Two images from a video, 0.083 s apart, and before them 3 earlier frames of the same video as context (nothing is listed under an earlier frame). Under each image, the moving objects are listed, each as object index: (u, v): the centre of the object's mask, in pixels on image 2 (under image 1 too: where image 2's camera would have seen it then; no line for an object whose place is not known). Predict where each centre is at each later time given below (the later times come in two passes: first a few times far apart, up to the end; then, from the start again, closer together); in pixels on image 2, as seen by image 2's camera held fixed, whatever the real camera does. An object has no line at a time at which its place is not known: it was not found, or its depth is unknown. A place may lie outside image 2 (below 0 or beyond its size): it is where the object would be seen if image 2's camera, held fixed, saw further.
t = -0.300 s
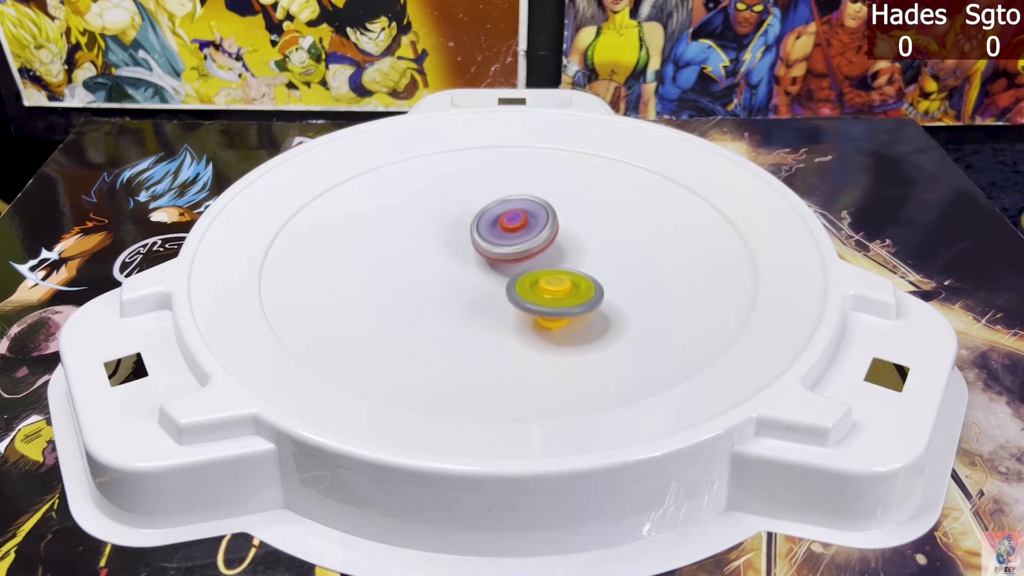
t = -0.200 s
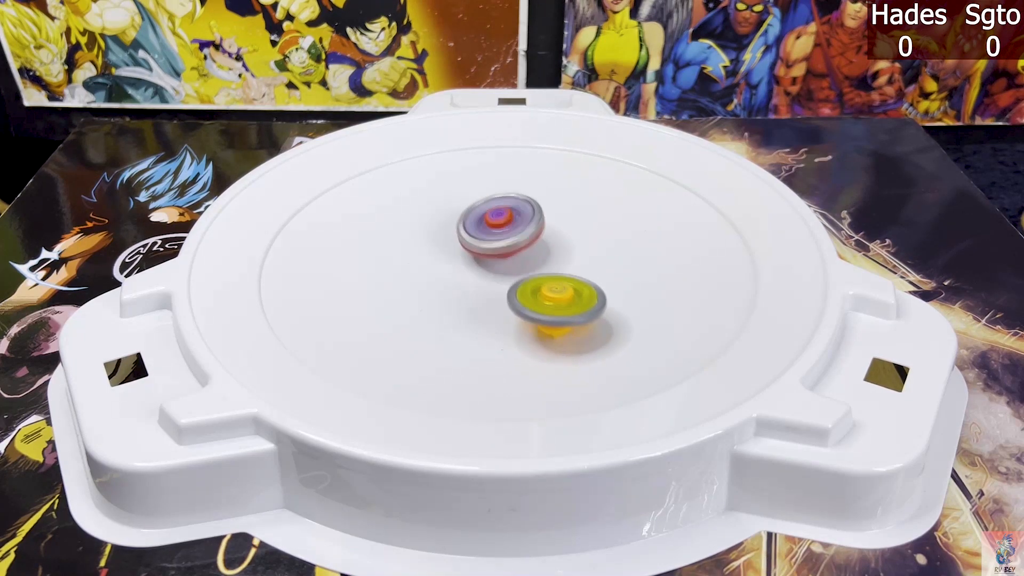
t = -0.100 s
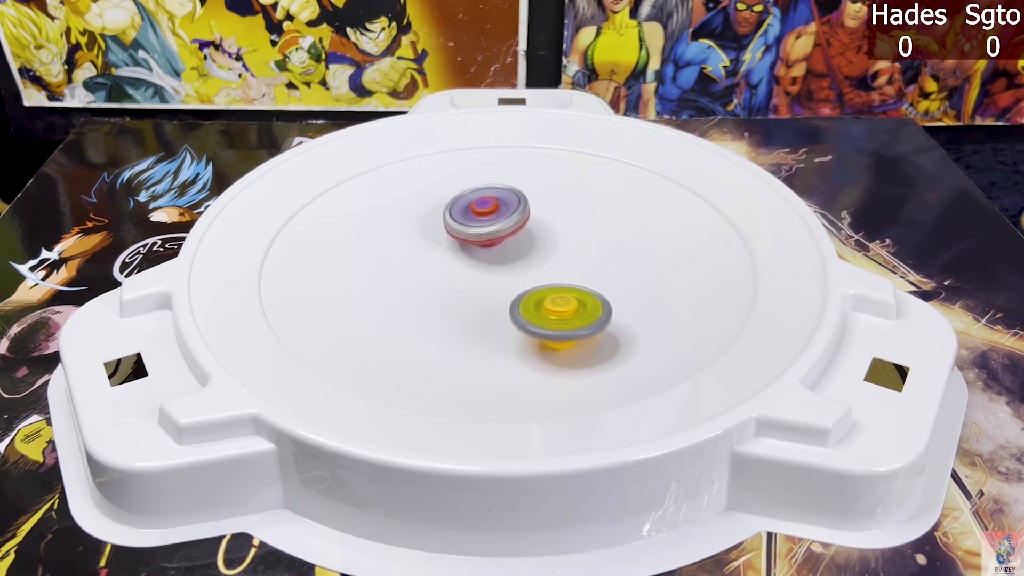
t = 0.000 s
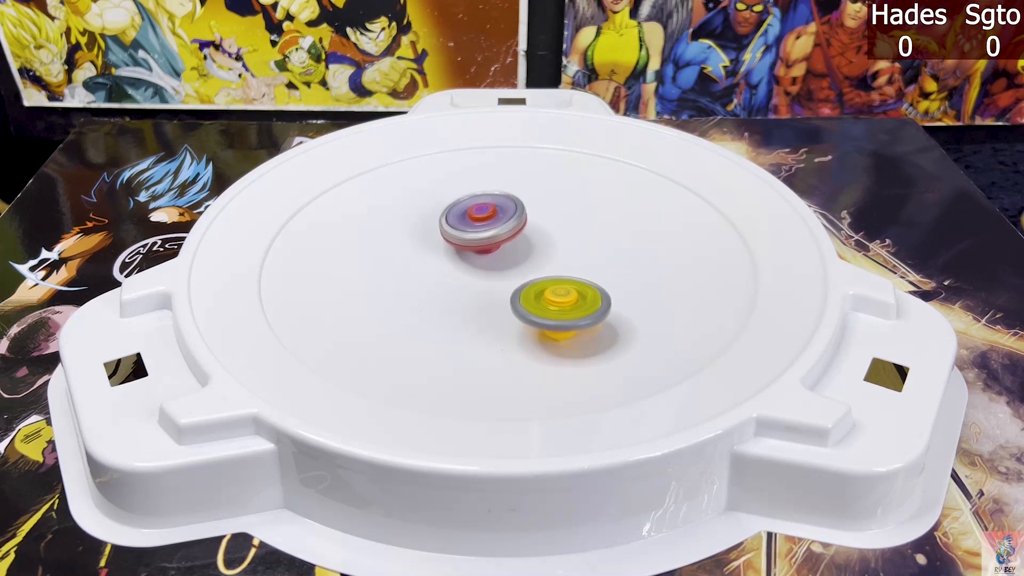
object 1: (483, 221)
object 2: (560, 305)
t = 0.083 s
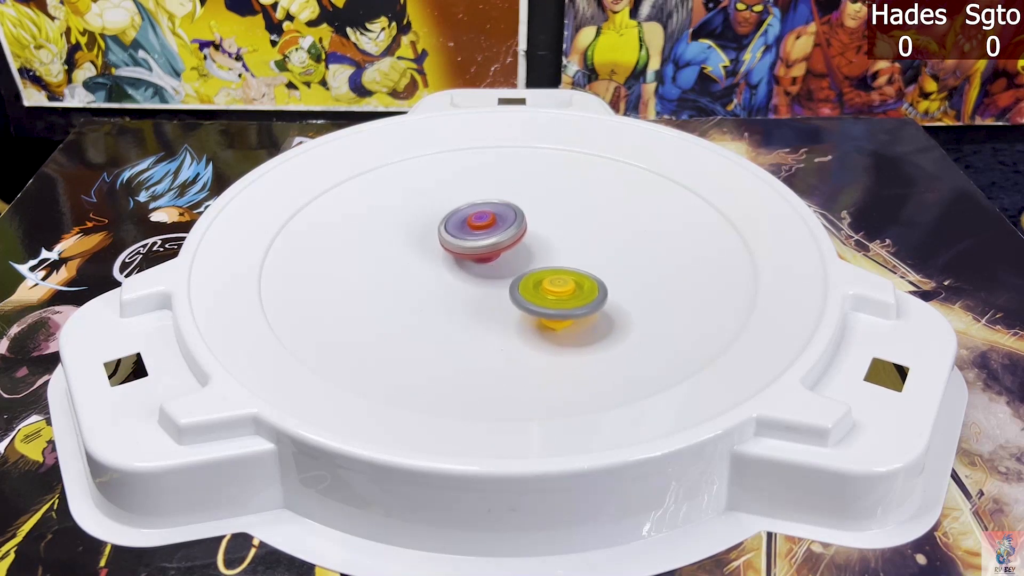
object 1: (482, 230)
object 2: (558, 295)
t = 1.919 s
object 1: (476, 286)
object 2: (486, 199)
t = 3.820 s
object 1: (603, 289)
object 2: (369, 228)
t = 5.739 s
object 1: (516, 248)
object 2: (557, 319)
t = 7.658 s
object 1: (460, 306)
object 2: (570, 181)
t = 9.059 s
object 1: (513, 263)
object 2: (448, 300)
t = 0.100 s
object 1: (482, 231)
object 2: (557, 293)
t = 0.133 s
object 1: (482, 235)
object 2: (554, 288)
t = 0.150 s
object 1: (483, 237)
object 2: (552, 286)
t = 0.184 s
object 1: (484, 240)
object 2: (549, 281)
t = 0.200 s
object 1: (484, 240)
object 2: (547, 279)
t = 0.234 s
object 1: (471, 233)
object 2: (564, 288)
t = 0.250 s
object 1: (465, 228)
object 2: (572, 292)
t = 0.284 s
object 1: (454, 221)
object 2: (585, 298)
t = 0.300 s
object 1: (449, 219)
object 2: (590, 300)
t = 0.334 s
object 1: (442, 215)
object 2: (597, 300)
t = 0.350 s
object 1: (440, 215)
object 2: (599, 300)
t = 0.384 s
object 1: (436, 216)
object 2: (601, 296)
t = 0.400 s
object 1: (435, 216)
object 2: (602, 294)
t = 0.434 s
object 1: (433, 219)
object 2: (603, 290)
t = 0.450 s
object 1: (432, 221)
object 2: (603, 287)
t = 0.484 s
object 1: (430, 224)
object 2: (602, 283)
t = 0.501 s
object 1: (430, 226)
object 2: (601, 280)
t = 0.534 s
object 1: (429, 229)
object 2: (598, 275)
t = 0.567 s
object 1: (428, 232)
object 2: (594, 270)
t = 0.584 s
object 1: (428, 234)
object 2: (592, 268)
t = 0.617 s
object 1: (429, 237)
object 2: (587, 264)
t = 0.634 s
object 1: (429, 239)
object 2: (584, 262)
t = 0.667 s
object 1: (430, 241)
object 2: (578, 258)
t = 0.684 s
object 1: (430, 242)
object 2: (574, 256)
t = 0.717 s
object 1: (431, 245)
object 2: (568, 253)
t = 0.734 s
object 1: (432, 246)
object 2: (564, 251)
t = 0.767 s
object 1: (433, 247)
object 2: (557, 248)
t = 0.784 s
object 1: (434, 248)
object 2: (554, 247)
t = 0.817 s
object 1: (435, 250)
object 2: (546, 245)
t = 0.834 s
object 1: (436, 250)
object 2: (542, 244)
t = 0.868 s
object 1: (437, 252)
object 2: (535, 242)
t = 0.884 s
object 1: (438, 252)
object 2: (531, 241)
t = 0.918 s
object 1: (424, 253)
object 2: (543, 237)
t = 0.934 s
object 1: (410, 254)
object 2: (557, 233)
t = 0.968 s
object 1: (390, 255)
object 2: (580, 227)
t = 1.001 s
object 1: (377, 256)
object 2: (596, 221)
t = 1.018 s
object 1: (373, 256)
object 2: (602, 218)
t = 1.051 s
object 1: (368, 257)
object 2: (608, 214)
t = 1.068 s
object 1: (368, 258)
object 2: (608, 213)
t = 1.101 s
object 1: (369, 259)
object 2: (606, 208)
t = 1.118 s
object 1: (370, 260)
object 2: (604, 207)
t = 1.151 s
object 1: (374, 262)
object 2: (599, 203)
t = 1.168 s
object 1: (376, 262)
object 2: (596, 202)
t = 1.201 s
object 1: (381, 263)
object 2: (590, 198)
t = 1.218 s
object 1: (384, 264)
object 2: (587, 197)
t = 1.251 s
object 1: (390, 264)
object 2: (580, 194)
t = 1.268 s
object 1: (393, 265)
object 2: (576, 193)
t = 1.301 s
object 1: (399, 265)
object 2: (569, 191)
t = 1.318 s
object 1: (402, 265)
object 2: (566, 190)
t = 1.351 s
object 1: (409, 265)
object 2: (558, 189)
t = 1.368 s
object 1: (411, 265)
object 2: (554, 189)
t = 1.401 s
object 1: (417, 265)
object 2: (546, 188)
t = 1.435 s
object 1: (423, 265)
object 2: (539, 189)
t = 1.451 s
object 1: (426, 264)
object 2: (535, 189)
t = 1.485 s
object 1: (432, 264)
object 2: (528, 190)
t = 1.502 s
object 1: (435, 263)
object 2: (524, 191)
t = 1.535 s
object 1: (441, 262)
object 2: (518, 193)
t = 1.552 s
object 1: (444, 262)
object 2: (514, 194)
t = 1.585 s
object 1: (450, 261)
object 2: (508, 197)
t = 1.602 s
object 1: (453, 261)
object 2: (505, 198)
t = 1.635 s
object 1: (458, 260)
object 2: (498, 202)
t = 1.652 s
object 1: (461, 260)
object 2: (496, 204)
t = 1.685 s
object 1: (466, 259)
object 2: (491, 206)
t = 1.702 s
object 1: (465, 265)
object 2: (492, 202)
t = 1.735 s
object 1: (464, 273)
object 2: (495, 195)
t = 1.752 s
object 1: (464, 277)
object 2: (496, 193)
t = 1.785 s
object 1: (465, 282)
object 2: (497, 192)
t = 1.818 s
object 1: (466, 285)
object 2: (495, 193)
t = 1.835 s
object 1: (468, 286)
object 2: (494, 194)
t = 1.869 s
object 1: (471, 287)
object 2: (491, 196)
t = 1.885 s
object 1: (472, 286)
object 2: (489, 197)
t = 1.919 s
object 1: (476, 286)
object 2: (486, 199)
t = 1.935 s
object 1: (477, 285)
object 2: (485, 200)
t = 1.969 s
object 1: (481, 284)
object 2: (483, 203)
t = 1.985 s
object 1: (483, 283)
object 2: (481, 205)
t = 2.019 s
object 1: (487, 281)
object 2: (479, 208)
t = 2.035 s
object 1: (489, 280)
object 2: (477, 210)
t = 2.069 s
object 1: (492, 279)
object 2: (476, 214)
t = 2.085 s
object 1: (494, 278)
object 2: (475, 215)
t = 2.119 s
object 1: (498, 276)
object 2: (474, 218)
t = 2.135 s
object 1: (499, 276)
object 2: (473, 220)
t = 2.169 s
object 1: (504, 279)
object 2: (471, 219)
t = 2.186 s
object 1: (507, 282)
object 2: (470, 218)
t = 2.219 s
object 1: (512, 286)
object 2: (470, 217)
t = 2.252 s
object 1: (515, 287)
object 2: (469, 218)
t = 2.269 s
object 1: (516, 287)
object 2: (469, 219)
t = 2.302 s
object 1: (519, 287)
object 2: (468, 221)
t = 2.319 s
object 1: (520, 287)
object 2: (467, 222)
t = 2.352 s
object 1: (522, 287)
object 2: (467, 224)
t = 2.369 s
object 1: (523, 286)
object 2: (467, 225)
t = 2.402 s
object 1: (526, 286)
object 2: (466, 227)
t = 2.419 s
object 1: (527, 285)
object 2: (466, 228)
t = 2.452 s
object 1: (528, 284)
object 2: (466, 232)
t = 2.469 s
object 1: (529, 284)
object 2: (466, 233)
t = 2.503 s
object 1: (530, 283)
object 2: (466, 236)
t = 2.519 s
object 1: (531, 283)
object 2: (466, 237)
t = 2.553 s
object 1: (532, 282)
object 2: (467, 240)
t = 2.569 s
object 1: (532, 282)
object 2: (468, 241)
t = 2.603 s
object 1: (536, 283)
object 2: (468, 243)
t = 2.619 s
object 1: (537, 283)
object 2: (468, 244)
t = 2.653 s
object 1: (538, 283)
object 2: (469, 246)
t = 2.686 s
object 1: (540, 285)
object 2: (469, 246)
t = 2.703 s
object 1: (542, 285)
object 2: (469, 246)
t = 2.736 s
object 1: (543, 286)
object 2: (469, 247)
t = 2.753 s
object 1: (543, 286)
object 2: (470, 248)
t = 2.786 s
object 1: (543, 286)
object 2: (471, 249)
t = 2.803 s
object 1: (544, 286)
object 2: (471, 250)
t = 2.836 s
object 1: (559, 293)
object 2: (455, 240)
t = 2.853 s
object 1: (567, 296)
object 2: (449, 236)
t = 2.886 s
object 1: (578, 300)
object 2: (440, 230)
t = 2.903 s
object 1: (581, 301)
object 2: (437, 228)
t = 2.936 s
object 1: (587, 302)
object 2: (432, 228)
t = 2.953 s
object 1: (588, 302)
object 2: (431, 228)
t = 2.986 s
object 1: (589, 303)
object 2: (428, 229)
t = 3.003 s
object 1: (589, 302)
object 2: (426, 230)
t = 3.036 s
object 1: (588, 301)
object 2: (424, 231)
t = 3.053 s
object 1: (587, 301)
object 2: (423, 232)
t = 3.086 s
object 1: (585, 300)
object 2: (421, 234)
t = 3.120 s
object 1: (582, 298)
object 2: (420, 235)
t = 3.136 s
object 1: (580, 298)
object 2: (419, 236)
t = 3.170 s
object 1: (577, 296)
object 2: (419, 238)
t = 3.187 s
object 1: (575, 296)
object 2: (419, 239)
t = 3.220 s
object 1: (572, 295)
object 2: (419, 240)
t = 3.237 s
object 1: (569, 294)
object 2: (420, 241)
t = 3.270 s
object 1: (566, 293)
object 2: (420, 243)
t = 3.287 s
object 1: (564, 293)
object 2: (421, 244)
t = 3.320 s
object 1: (560, 292)
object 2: (423, 246)
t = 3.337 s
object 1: (558, 291)
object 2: (423, 247)
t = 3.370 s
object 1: (554, 291)
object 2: (426, 249)
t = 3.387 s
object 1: (552, 290)
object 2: (427, 250)
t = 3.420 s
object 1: (548, 289)
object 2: (430, 252)
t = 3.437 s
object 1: (546, 288)
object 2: (432, 253)
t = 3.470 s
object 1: (542, 287)
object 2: (436, 255)
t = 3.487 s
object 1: (540, 286)
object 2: (438, 256)
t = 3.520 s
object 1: (536, 285)
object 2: (443, 258)
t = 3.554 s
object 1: (543, 287)
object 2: (434, 254)
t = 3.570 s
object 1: (556, 290)
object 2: (420, 247)
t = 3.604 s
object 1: (579, 293)
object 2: (399, 236)
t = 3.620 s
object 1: (588, 294)
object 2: (392, 232)
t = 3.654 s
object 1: (604, 294)
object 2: (382, 225)
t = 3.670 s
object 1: (609, 295)
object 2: (378, 223)
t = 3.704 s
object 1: (616, 294)
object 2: (374, 222)
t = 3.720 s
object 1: (617, 294)
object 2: (373, 223)
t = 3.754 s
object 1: (615, 293)
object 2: (370, 224)
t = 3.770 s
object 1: (613, 292)
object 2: (369, 226)
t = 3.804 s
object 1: (606, 290)
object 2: (369, 227)
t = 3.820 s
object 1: (603, 289)
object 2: (369, 228)
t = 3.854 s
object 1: (595, 287)
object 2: (370, 231)
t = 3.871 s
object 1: (591, 285)
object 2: (371, 232)
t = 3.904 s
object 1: (582, 283)
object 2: (373, 233)
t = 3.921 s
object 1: (578, 281)
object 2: (374, 234)
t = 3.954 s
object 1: (570, 277)
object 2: (376, 236)
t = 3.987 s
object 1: (563, 275)
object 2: (379, 239)
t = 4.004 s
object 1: (559, 274)
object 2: (380, 240)
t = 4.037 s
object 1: (552, 271)
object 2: (384, 242)
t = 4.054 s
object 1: (548, 269)
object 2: (386, 243)
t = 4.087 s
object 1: (541, 267)
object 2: (390, 246)
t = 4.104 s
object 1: (538, 266)
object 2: (393, 247)
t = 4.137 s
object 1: (532, 264)
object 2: (399, 249)
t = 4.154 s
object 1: (529, 262)
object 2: (402, 251)
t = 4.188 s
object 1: (524, 260)
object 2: (410, 252)
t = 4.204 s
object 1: (521, 259)
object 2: (414, 254)
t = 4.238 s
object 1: (517, 257)
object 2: (423, 256)
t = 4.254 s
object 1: (520, 256)
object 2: (420, 256)
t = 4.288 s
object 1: (524, 254)
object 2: (420, 257)
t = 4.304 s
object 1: (525, 253)
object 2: (421, 258)
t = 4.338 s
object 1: (526, 251)
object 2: (427, 259)
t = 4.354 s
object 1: (526, 250)
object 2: (431, 260)
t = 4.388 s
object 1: (527, 248)
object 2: (435, 262)
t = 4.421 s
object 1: (549, 243)
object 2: (409, 265)
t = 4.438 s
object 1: (559, 240)
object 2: (399, 266)
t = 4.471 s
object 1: (574, 235)
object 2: (386, 268)
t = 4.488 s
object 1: (579, 232)
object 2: (383, 269)
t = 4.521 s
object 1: (587, 229)
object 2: (382, 272)
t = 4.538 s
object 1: (589, 227)
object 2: (383, 274)
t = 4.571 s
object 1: (590, 225)
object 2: (387, 278)
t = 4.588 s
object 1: (589, 223)
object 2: (390, 280)
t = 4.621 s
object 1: (587, 222)
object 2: (397, 283)
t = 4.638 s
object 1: (586, 221)
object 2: (401, 285)
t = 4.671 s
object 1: (583, 220)
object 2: (409, 288)
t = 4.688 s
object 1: (582, 219)
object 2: (413, 289)
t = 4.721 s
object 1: (578, 218)
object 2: (422, 292)
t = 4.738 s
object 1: (577, 217)
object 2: (427, 293)
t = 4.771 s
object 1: (574, 217)
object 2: (436, 294)
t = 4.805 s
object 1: (571, 217)
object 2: (446, 295)
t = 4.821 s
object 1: (570, 217)
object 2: (451, 296)
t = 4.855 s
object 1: (567, 217)
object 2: (460, 296)
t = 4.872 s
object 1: (566, 217)
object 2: (465, 296)
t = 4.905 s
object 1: (564, 218)
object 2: (474, 295)
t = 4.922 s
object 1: (563, 217)
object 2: (479, 295)
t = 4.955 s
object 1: (561, 218)
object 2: (488, 293)
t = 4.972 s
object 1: (560, 219)
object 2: (493, 293)
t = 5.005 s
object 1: (558, 220)
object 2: (502, 291)
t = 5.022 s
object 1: (558, 220)
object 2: (506, 290)
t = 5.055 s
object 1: (556, 221)
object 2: (514, 287)
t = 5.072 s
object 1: (556, 222)
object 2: (518, 286)
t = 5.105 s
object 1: (555, 223)
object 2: (525, 283)
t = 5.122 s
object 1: (555, 223)
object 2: (529, 281)
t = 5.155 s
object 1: (554, 223)
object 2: (535, 278)
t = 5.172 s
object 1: (554, 223)
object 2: (538, 276)
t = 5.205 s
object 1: (555, 217)
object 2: (532, 284)
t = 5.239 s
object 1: (556, 210)
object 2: (524, 299)
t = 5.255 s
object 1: (557, 207)
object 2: (520, 305)
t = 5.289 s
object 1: (557, 203)
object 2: (513, 314)
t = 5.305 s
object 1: (556, 202)
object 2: (510, 316)
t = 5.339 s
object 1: (555, 203)
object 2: (508, 320)
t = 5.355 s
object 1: (554, 204)
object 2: (509, 321)
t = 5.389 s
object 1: (551, 207)
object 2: (513, 323)
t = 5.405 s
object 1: (550, 208)
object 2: (515, 323)
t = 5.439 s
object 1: (546, 212)
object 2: (521, 325)
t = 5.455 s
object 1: (545, 214)
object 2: (524, 325)
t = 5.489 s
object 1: (541, 218)
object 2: (530, 326)
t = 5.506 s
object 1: (539, 221)
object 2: (533, 326)
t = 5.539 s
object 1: (535, 225)
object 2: (539, 326)
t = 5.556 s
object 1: (533, 227)
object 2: (542, 326)
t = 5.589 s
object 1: (530, 231)
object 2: (546, 325)
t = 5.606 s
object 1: (528, 233)
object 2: (549, 325)
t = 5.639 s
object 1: (525, 237)
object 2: (552, 324)
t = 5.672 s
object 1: (522, 241)
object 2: (554, 322)
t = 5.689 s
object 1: (520, 243)
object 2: (555, 322)
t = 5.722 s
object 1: (517, 246)
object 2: (556, 320)
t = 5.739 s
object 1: (516, 248)
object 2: (557, 319)
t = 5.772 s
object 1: (513, 251)
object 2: (558, 318)
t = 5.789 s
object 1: (512, 253)
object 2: (558, 317)
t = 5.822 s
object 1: (510, 256)
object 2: (559, 315)
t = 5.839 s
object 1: (509, 257)
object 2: (559, 314)
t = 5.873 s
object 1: (507, 260)
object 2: (560, 312)
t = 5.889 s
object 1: (505, 261)
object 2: (560, 311)
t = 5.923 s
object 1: (503, 263)
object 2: (560, 308)
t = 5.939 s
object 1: (502, 263)
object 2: (559, 306)
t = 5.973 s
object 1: (499, 265)
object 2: (558, 303)
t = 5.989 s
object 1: (494, 263)
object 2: (564, 306)
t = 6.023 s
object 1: (485, 257)
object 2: (572, 310)
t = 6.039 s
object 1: (480, 255)
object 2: (574, 310)
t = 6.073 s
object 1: (473, 251)
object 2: (576, 309)
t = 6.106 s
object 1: (469, 249)
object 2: (577, 307)
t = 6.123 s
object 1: (466, 249)
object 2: (577, 305)
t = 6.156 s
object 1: (463, 249)
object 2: (578, 303)
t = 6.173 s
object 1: (462, 249)
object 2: (578, 301)
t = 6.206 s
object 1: (459, 250)
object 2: (577, 298)
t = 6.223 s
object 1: (458, 250)
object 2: (577, 296)
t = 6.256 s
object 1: (455, 251)
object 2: (576, 293)
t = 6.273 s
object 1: (454, 251)
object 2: (575, 291)
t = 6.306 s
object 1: (452, 252)
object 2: (573, 287)
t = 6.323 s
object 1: (451, 252)
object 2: (572, 285)
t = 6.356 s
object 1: (450, 252)
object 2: (569, 281)
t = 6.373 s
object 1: (449, 252)
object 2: (567, 279)
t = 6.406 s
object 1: (448, 252)
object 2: (563, 275)
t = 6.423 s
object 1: (447, 253)
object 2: (561, 273)
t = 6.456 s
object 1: (447, 252)
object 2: (556, 269)
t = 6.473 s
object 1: (447, 252)
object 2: (554, 267)
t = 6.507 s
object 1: (446, 252)
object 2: (549, 263)
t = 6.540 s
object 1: (446, 252)
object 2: (544, 259)
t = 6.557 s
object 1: (446, 251)
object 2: (541, 258)
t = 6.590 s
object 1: (428, 246)
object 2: (562, 255)
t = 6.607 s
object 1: (416, 243)
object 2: (577, 253)
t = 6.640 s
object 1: (396, 237)
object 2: (606, 252)
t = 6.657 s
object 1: (389, 234)
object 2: (616, 249)
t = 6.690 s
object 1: (377, 230)
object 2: (634, 245)
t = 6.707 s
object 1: (373, 228)
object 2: (639, 243)
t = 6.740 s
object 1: (369, 227)
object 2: (645, 240)
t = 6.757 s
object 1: (368, 226)
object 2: (646, 238)
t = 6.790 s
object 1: (369, 226)
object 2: (645, 234)
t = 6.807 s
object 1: (370, 227)
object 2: (644, 231)
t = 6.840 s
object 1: (373, 227)
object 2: (642, 227)
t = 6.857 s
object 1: (376, 228)
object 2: (640, 225)
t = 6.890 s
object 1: (381, 229)
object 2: (637, 221)
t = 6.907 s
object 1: (383, 230)
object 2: (635, 219)
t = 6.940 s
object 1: (390, 231)
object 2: (631, 215)
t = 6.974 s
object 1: (397, 232)
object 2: (626, 212)
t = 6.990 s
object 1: (400, 233)
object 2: (624, 211)
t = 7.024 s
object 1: (407, 234)
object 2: (619, 208)
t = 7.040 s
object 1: (411, 235)
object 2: (616, 207)
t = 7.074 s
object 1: (418, 236)
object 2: (611, 205)
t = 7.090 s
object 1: (421, 236)
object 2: (608, 205)
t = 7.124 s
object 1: (428, 237)
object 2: (602, 203)
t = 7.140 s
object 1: (432, 238)
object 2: (599, 203)
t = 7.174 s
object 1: (439, 239)
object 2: (593, 202)
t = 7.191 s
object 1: (442, 239)
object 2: (590, 202)
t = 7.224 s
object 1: (449, 240)
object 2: (584, 202)
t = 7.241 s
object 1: (452, 241)
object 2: (581, 202)
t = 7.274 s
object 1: (459, 241)
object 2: (575, 202)
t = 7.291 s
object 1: (462, 242)
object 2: (572, 202)
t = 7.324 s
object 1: (468, 243)
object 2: (565, 203)
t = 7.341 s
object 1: (471, 243)
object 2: (561, 203)
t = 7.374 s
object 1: (477, 244)
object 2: (554, 205)
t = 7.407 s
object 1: (479, 247)
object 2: (550, 205)
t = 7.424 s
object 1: (470, 252)
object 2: (559, 199)
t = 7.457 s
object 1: (454, 262)
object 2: (574, 190)
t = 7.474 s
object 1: (447, 266)
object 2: (579, 187)
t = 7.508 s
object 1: (437, 275)
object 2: (584, 183)
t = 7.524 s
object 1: (433, 278)
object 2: (585, 182)
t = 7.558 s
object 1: (431, 286)
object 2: (583, 181)
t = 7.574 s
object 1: (432, 290)
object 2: (581, 181)
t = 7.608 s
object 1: (439, 297)
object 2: (577, 181)
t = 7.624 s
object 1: (444, 301)
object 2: (574, 181)
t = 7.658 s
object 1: (460, 306)
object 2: (570, 181)
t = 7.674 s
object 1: (469, 308)
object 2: (568, 182)
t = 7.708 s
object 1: (492, 312)
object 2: (563, 183)
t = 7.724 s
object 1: (503, 312)
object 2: (561, 183)
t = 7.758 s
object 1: (528, 312)
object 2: (556, 185)
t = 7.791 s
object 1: (553, 310)
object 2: (551, 187)
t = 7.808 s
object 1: (565, 308)
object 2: (548, 188)
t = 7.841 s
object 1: (587, 302)
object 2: (542, 190)
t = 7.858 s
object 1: (596, 299)
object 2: (539, 192)
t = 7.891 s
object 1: (613, 292)
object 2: (534, 195)
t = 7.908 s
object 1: (619, 289)
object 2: (531, 197)
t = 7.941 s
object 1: (628, 284)
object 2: (525, 201)
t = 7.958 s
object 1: (631, 281)
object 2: (522, 203)
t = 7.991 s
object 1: (635, 276)
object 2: (516, 207)
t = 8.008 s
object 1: (636, 274)
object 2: (514, 210)
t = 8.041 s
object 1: (637, 271)
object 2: (509, 214)
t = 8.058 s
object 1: (636, 270)
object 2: (506, 217)
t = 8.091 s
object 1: (635, 267)
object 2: (501, 222)
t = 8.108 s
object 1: (634, 267)
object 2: (499, 224)
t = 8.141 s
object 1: (630, 265)
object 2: (495, 229)
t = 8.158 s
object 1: (628, 265)
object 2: (493, 231)
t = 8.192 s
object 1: (624, 263)
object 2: (489, 236)
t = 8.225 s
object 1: (619, 262)
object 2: (485, 241)
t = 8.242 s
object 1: (617, 262)
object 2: (483, 243)
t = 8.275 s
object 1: (611, 261)
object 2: (480, 248)
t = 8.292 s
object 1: (609, 261)
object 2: (478, 250)
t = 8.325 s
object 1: (603, 262)
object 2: (475, 254)
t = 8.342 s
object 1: (600, 261)
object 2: (473, 257)
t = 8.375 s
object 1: (595, 262)
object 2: (471, 261)
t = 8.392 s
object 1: (593, 262)
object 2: (469, 263)
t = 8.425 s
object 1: (588, 263)
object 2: (467, 267)
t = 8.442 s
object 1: (586, 263)
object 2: (466, 269)
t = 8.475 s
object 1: (582, 264)
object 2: (463, 272)
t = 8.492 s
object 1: (580, 264)
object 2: (462, 274)
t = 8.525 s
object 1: (575, 266)
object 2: (460, 278)
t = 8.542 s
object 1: (573, 266)
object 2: (459, 279)
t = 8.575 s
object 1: (568, 267)
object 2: (458, 282)
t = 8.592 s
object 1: (566, 267)
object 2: (457, 284)
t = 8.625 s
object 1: (561, 267)
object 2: (455, 286)
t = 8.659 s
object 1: (557, 268)
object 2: (454, 289)
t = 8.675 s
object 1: (554, 268)
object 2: (453, 290)
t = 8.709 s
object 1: (550, 268)
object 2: (453, 292)
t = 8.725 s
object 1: (548, 268)
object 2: (452, 293)
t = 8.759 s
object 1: (543, 268)
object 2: (451, 295)
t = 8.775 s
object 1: (541, 268)
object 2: (451, 295)
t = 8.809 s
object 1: (537, 268)
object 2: (450, 297)
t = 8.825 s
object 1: (535, 268)
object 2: (450, 297)
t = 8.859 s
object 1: (531, 268)
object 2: (450, 298)
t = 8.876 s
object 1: (529, 268)
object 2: (450, 299)
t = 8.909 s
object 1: (525, 268)
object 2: (450, 299)
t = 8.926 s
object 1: (523, 268)
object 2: (450, 299)
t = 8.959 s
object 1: (521, 266)
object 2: (448, 300)
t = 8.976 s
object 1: (520, 265)
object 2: (448, 300)
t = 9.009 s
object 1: (518, 264)
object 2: (447, 300)
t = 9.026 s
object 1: (516, 264)
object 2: (447, 300)
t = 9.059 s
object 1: (513, 263)
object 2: (448, 300)
